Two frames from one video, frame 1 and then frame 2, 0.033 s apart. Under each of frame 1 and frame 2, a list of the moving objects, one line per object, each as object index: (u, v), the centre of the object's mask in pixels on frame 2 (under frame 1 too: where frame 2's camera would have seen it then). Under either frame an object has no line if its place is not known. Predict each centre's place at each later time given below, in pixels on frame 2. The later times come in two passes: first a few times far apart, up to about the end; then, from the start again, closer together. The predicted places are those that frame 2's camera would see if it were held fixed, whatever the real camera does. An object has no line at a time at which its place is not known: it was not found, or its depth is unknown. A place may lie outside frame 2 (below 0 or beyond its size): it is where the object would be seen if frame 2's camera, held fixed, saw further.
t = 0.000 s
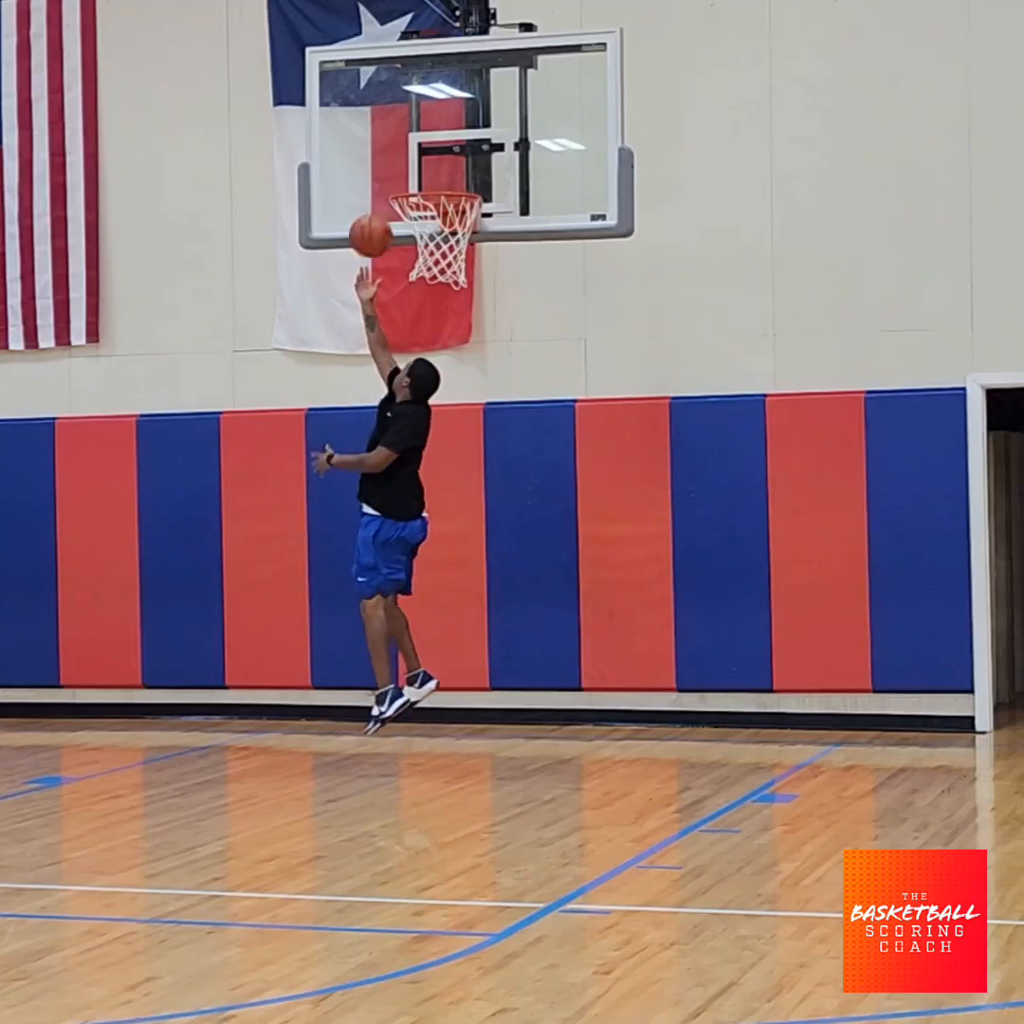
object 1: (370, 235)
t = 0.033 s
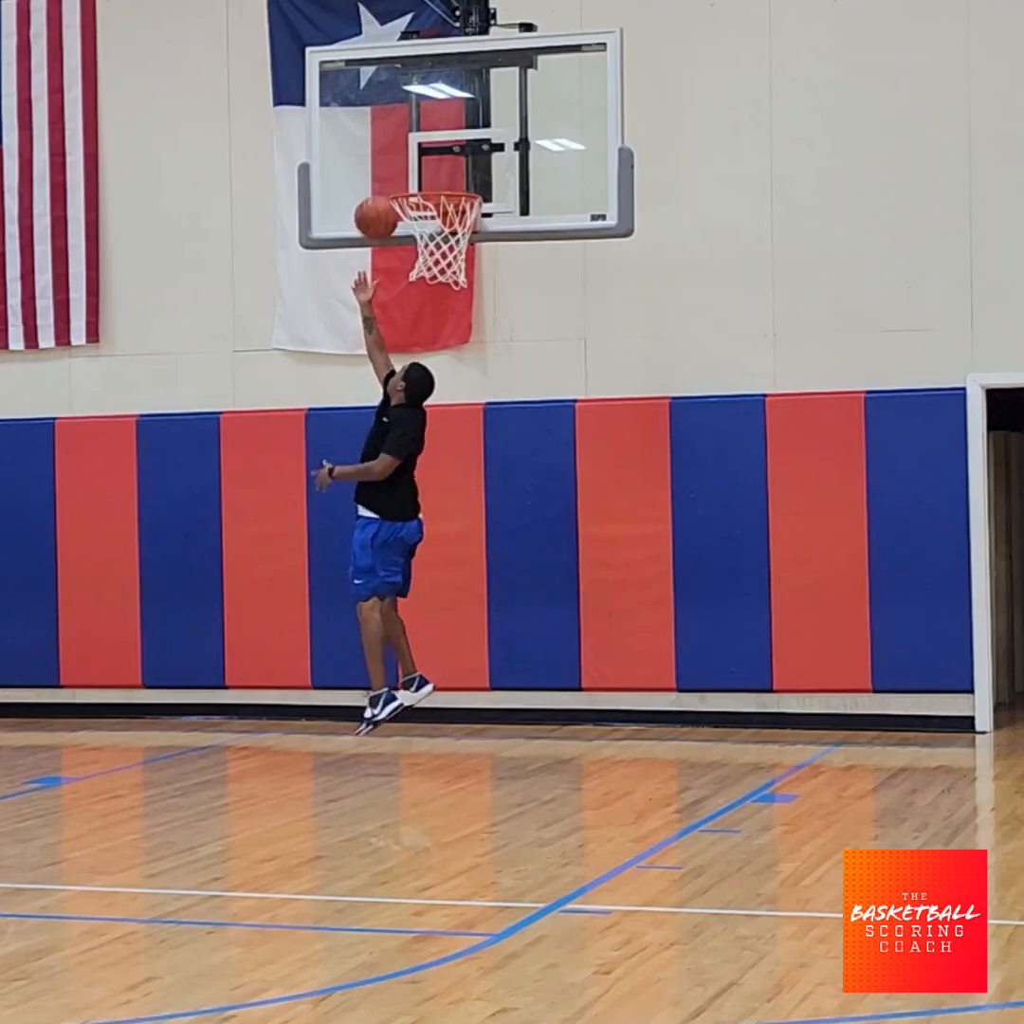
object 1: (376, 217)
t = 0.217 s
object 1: (404, 155)
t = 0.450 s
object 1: (434, 161)
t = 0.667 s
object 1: (455, 247)
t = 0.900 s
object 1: (445, 371)
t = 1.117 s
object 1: (437, 578)
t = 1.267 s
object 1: (430, 753)
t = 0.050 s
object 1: (377, 210)
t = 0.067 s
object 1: (378, 202)
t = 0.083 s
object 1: (381, 193)
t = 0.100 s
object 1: (385, 186)
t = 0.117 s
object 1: (388, 180)
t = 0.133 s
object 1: (392, 175)
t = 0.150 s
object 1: (395, 171)
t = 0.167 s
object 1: (398, 166)
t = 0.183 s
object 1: (400, 162)
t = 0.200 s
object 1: (402, 158)
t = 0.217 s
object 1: (404, 155)
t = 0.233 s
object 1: (407, 152)
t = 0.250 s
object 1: (409, 149)
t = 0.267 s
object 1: (410, 148)
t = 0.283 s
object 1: (412, 147)
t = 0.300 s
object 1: (414, 146)
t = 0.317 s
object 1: (417, 146)
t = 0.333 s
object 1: (419, 146)
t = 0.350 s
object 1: (421, 146)
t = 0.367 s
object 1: (422, 148)
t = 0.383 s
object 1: (425, 149)
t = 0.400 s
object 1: (427, 152)
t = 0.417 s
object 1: (429, 155)
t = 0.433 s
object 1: (431, 158)
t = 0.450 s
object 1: (434, 161)
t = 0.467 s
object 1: (436, 166)
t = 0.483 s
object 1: (438, 170)
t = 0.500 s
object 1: (442, 174)
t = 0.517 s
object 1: (442, 177)
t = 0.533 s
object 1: (445, 180)
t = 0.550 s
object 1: (448, 183)
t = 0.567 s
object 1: (451, 202)
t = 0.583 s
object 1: (455, 214)
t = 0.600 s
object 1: (457, 222)
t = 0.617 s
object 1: (459, 227)
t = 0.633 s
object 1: (457, 235)
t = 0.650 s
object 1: (456, 243)
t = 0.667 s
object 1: (455, 247)
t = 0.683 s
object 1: (452, 254)
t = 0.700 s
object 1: (454, 263)
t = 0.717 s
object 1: (453, 265)
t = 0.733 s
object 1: (452, 271)
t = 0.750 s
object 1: (451, 278)
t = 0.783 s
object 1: (450, 295)
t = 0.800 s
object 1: (449, 304)
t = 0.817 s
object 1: (448, 314)
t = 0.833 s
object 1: (448, 324)
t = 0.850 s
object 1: (447, 335)
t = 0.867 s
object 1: (446, 346)
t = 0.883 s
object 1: (445, 358)
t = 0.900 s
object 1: (445, 371)
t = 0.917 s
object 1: (444, 384)
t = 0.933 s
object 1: (443, 398)
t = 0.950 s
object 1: (442, 411)
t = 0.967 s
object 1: (441, 426)
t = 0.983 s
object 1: (441, 440)
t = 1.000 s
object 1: (440, 456)
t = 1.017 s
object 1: (440, 472)
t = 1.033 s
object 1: (439, 487)
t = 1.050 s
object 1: (439, 504)
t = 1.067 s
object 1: (439, 522)
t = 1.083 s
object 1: (438, 540)
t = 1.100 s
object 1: (436, 559)
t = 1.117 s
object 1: (437, 578)
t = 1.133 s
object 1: (437, 597)
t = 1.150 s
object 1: (436, 617)
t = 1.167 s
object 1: (436, 638)
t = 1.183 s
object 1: (435, 659)
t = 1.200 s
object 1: (434, 681)
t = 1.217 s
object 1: (433, 704)
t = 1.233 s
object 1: (433, 727)
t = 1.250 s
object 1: (432, 750)
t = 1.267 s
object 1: (430, 753)
